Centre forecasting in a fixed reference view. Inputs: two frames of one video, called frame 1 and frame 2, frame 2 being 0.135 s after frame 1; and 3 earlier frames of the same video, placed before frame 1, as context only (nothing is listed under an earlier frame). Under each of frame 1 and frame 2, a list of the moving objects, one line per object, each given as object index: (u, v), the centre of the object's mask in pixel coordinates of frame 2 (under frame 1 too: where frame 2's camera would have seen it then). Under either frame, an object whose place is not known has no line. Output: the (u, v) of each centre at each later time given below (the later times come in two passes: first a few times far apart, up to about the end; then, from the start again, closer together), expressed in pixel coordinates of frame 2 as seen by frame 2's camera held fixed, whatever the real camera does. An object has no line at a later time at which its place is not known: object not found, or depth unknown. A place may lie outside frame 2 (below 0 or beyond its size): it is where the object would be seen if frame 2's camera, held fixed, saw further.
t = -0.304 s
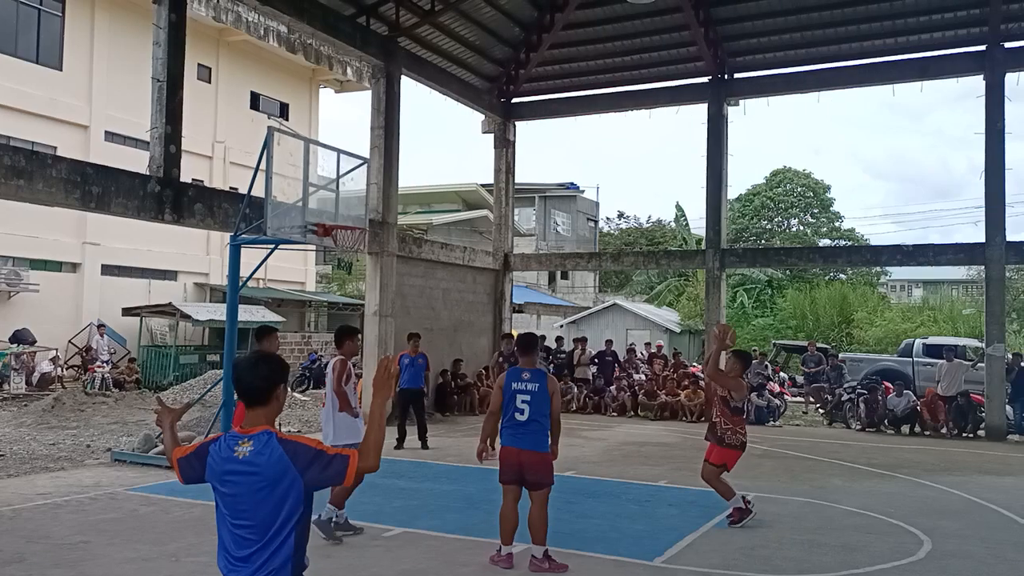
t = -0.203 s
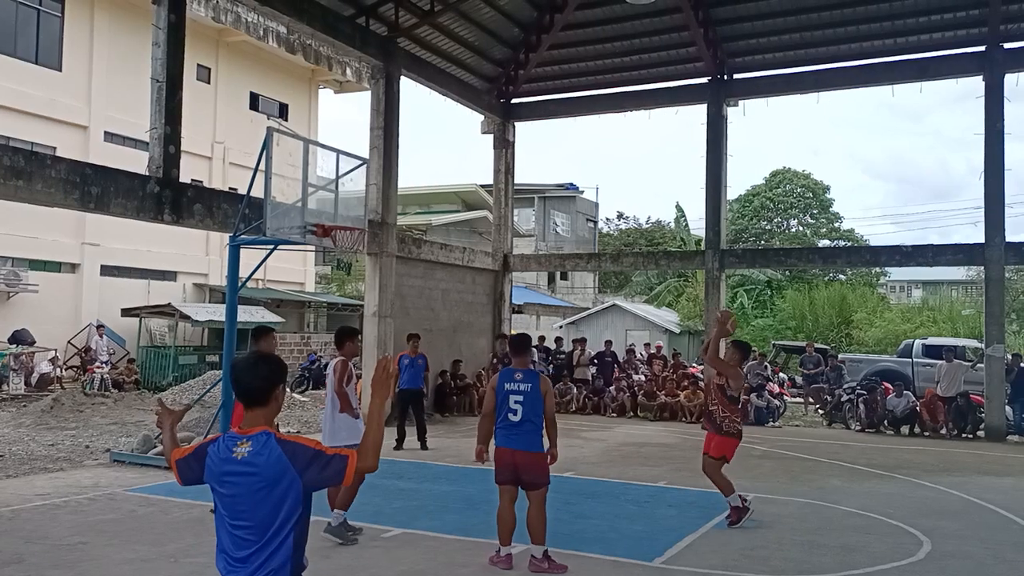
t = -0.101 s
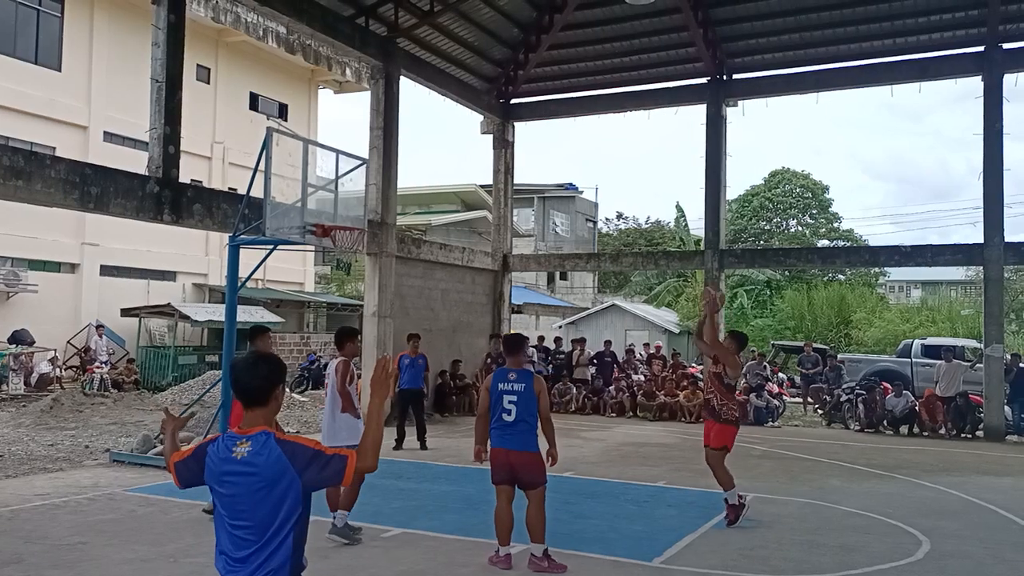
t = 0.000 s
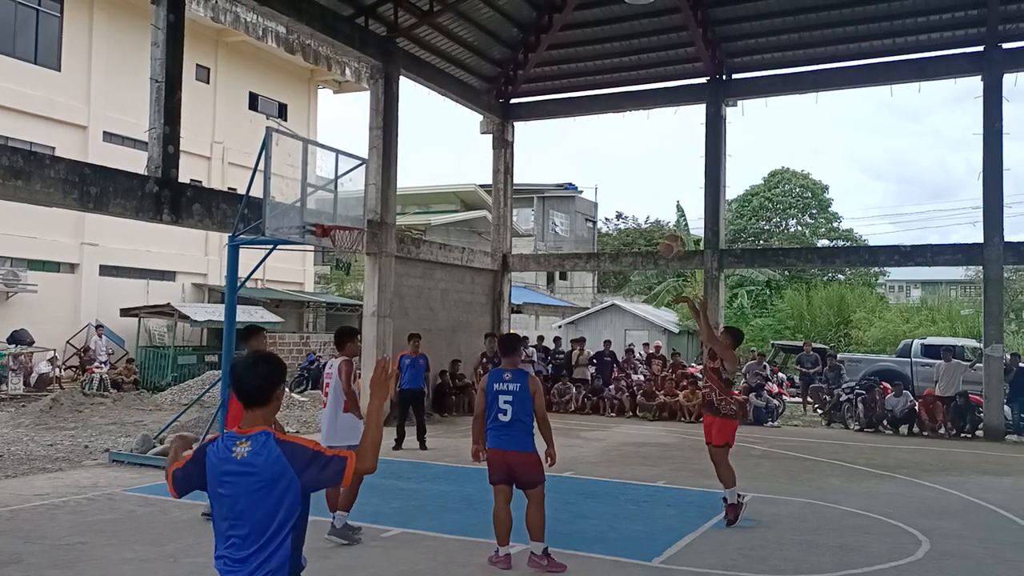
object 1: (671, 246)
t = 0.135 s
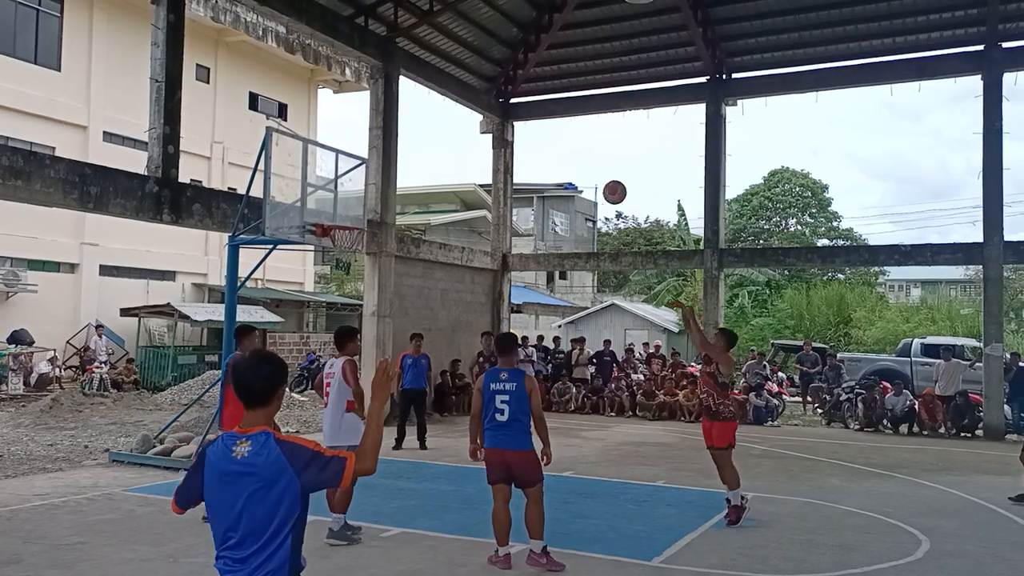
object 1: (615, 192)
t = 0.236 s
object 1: (575, 166)
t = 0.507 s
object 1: (478, 147)
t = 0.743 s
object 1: (402, 181)
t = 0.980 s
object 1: (347, 214)
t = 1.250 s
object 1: (334, 207)
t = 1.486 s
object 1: (337, 213)
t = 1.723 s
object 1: (345, 229)
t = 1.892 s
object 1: (349, 260)
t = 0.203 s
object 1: (588, 173)
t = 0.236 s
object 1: (575, 166)
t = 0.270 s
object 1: (562, 159)
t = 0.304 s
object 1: (549, 154)
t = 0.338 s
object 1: (537, 150)
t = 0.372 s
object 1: (525, 148)
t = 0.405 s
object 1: (513, 146)
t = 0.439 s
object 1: (502, 146)
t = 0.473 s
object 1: (487, 145)
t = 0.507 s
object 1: (478, 147)
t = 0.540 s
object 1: (466, 149)
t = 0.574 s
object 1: (455, 152)
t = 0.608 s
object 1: (444, 156)
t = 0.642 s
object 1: (433, 161)
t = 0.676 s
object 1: (422, 167)
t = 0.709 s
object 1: (412, 173)
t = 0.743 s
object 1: (402, 181)
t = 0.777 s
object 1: (391, 189)
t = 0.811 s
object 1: (379, 198)
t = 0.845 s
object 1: (370, 209)
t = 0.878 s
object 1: (360, 219)
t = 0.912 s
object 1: (356, 217)
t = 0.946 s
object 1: (352, 215)
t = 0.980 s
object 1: (347, 214)
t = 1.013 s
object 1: (343, 214)
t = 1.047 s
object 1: (339, 213)
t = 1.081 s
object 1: (335, 215)
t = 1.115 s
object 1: (333, 215)
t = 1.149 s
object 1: (333, 211)
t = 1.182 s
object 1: (333, 209)
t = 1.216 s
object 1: (333, 208)
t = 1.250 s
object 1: (334, 207)
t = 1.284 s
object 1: (334, 207)
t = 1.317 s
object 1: (334, 209)
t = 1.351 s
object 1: (335, 211)
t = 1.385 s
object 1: (335, 214)
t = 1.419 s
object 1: (335, 217)
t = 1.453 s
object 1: (336, 215)
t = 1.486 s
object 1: (337, 213)
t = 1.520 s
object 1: (338, 212)
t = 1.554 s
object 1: (340, 213)
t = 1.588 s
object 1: (341, 214)
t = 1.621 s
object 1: (342, 217)
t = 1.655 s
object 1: (343, 220)
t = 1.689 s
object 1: (344, 224)
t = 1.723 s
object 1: (345, 229)
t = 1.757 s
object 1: (346, 235)
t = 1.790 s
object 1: (347, 241)
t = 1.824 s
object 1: (349, 248)
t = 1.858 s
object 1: (350, 253)
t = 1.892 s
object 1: (349, 260)
